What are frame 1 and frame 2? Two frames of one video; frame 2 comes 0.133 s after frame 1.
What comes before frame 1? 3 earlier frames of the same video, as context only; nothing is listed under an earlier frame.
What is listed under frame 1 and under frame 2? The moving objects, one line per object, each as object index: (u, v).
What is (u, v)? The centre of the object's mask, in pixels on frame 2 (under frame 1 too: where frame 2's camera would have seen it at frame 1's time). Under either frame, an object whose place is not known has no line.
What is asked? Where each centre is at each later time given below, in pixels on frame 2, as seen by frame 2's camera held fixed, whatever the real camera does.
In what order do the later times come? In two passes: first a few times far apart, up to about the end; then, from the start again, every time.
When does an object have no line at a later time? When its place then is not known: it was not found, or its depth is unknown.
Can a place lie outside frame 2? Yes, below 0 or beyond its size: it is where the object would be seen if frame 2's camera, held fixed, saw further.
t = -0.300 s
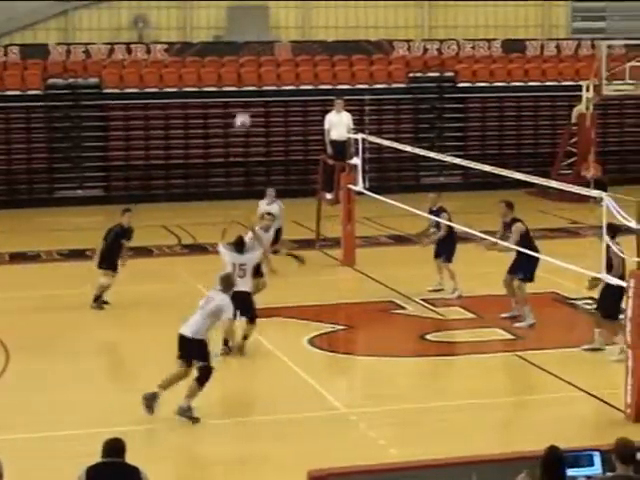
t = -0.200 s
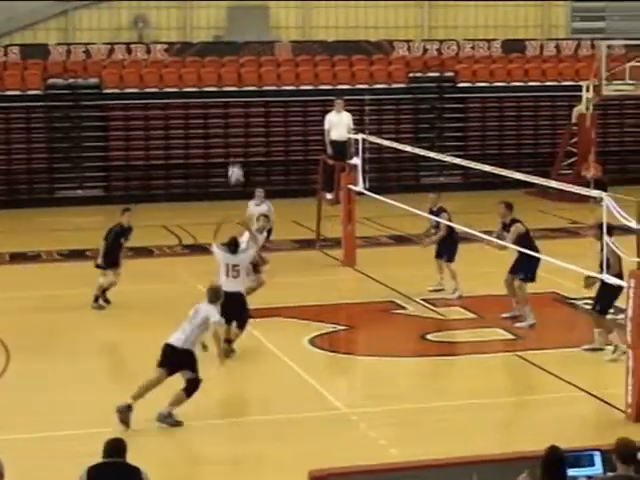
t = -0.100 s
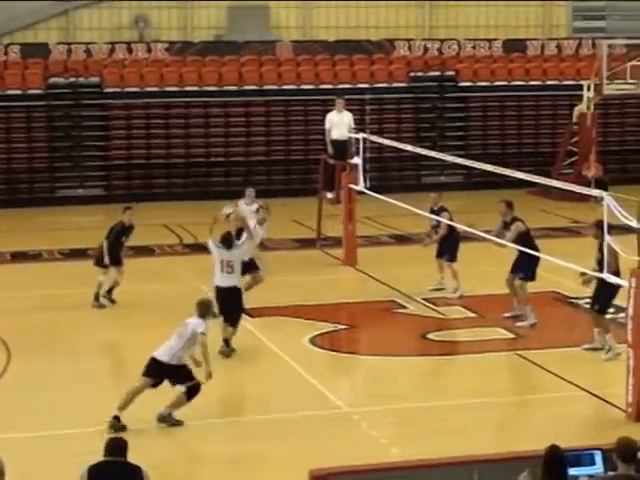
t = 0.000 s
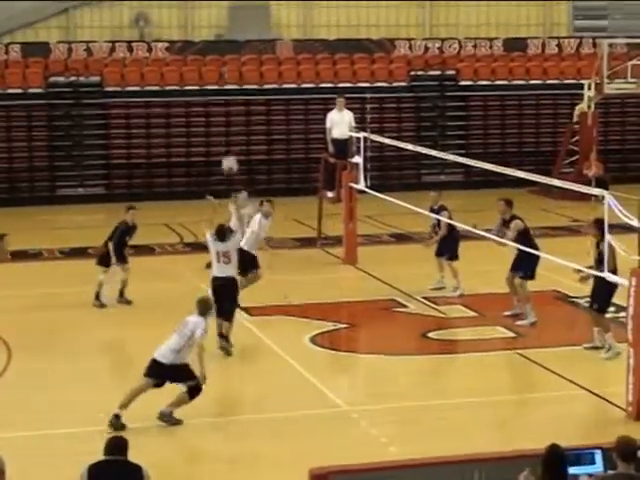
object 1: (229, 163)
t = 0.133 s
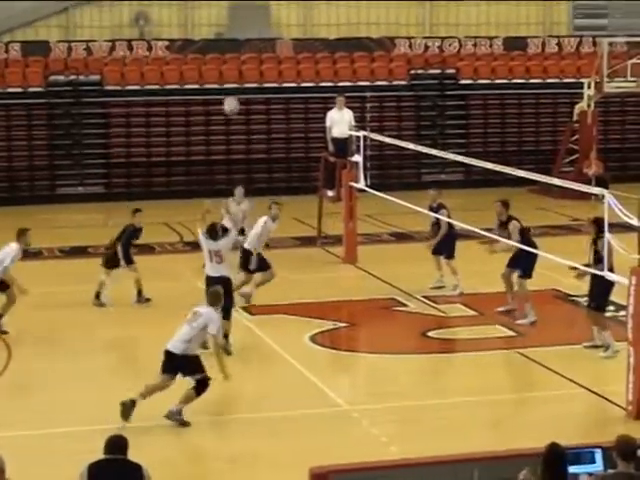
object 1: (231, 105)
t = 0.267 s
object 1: (233, 63)
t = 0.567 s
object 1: (238, 16)
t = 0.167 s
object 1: (231, 94)
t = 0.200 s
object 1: (232, 84)
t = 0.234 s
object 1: (232, 73)
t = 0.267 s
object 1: (233, 63)
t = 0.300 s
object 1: (234, 54)
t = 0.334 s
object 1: (234, 47)
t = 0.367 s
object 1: (235, 40)
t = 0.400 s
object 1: (235, 34)
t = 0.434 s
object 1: (235, 28)
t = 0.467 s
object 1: (236, 24)
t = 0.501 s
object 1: (237, 20)
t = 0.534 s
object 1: (237, 18)
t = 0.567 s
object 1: (238, 16)
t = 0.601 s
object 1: (239, 15)
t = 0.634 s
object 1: (240, 15)
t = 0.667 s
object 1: (240, 16)
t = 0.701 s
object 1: (240, 17)
